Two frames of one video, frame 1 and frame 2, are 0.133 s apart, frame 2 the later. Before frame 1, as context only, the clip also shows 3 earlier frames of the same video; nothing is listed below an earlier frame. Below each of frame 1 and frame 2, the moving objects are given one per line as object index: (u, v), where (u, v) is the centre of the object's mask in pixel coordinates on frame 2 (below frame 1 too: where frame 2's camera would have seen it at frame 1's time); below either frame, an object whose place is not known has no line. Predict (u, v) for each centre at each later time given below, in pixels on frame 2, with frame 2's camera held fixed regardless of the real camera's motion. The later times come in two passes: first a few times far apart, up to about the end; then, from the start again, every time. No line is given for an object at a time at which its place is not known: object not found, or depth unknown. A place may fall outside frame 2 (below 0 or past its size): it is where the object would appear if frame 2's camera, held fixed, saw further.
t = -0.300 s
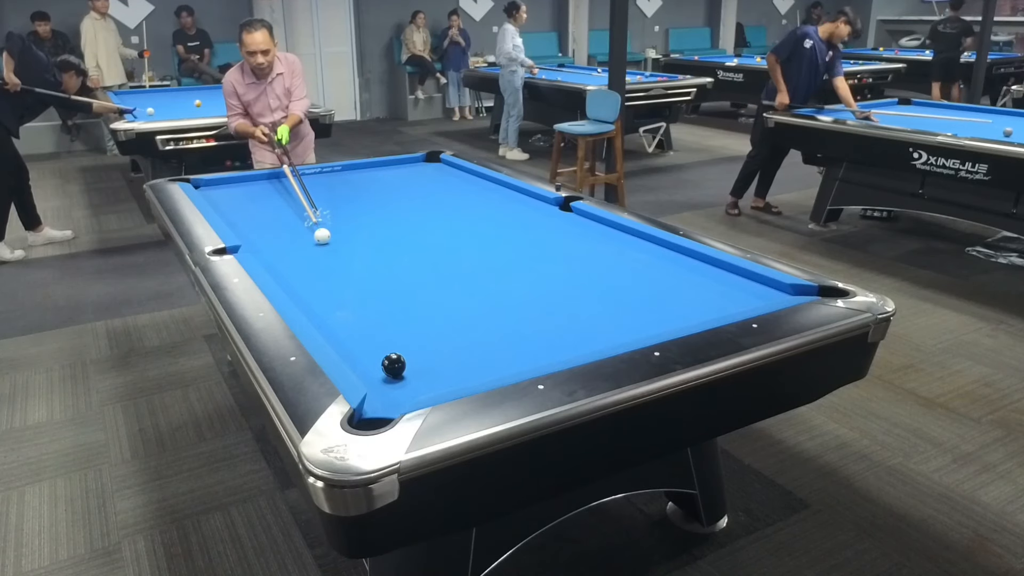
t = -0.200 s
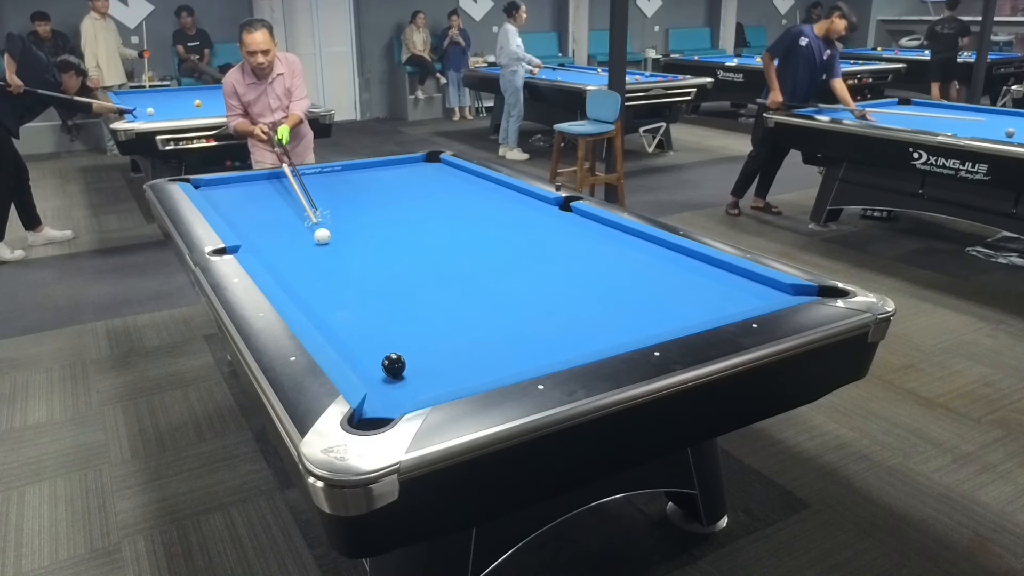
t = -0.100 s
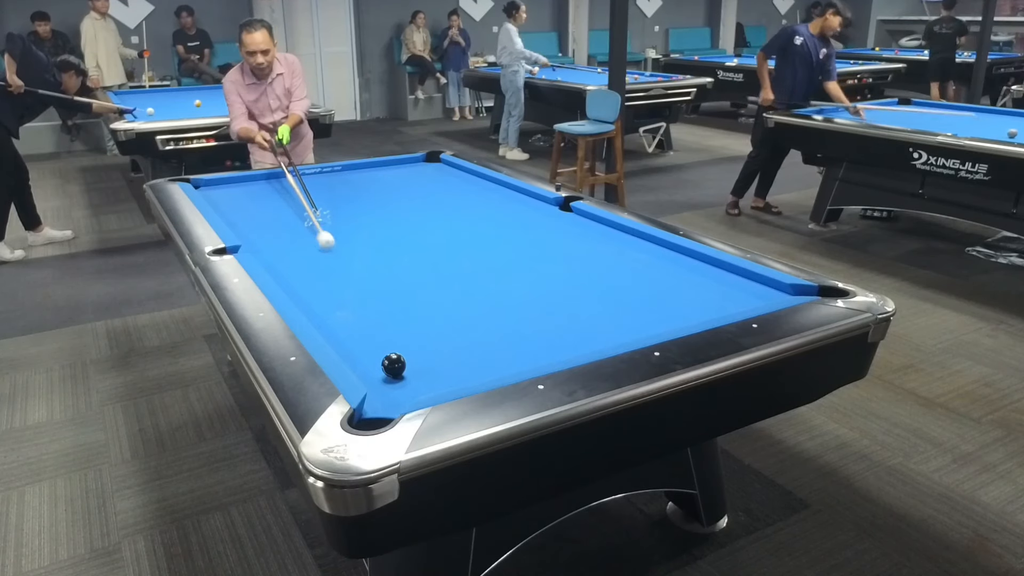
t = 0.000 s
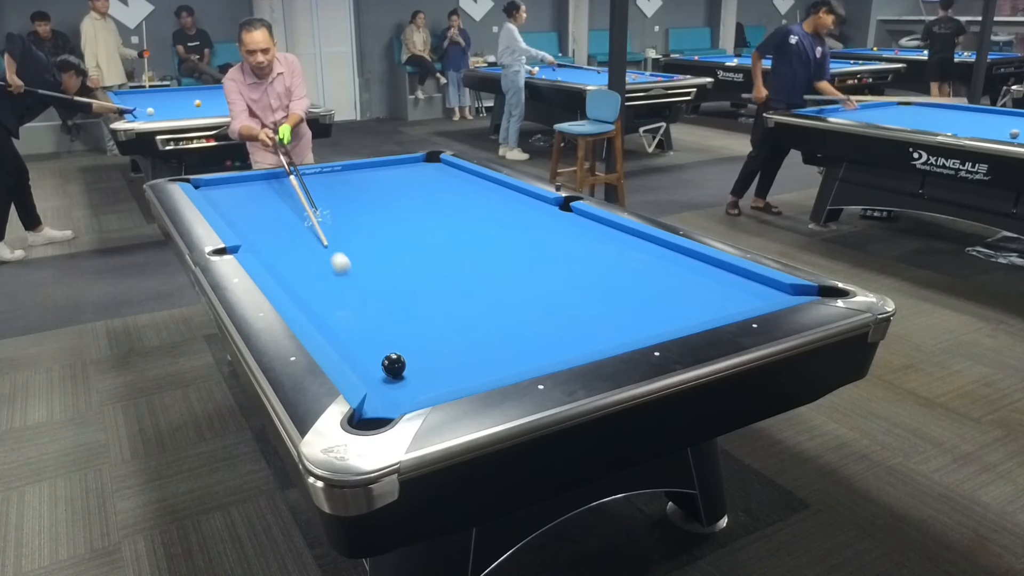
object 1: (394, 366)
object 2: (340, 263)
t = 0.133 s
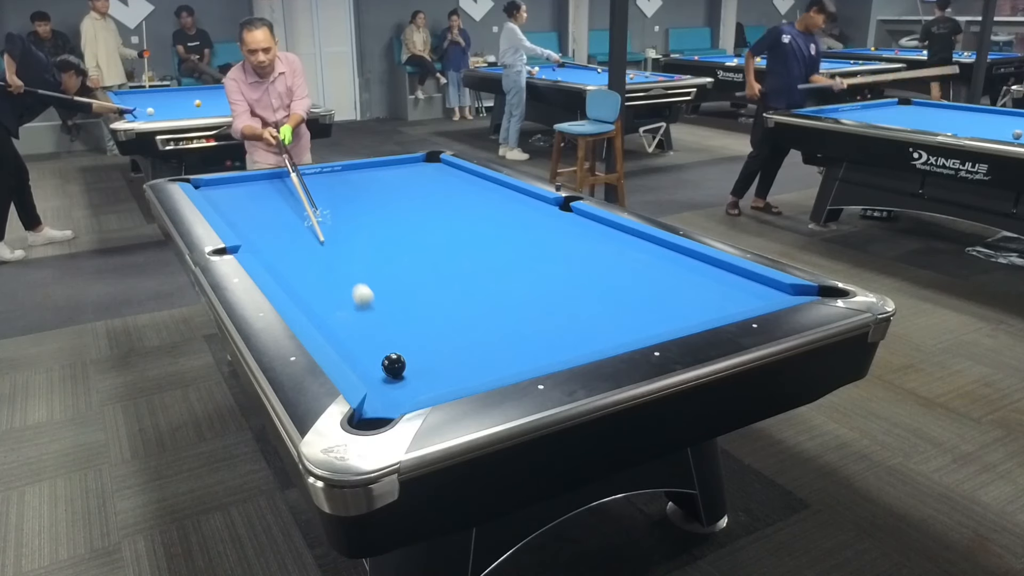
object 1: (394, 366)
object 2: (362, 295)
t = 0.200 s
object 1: (394, 366)
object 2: (375, 312)
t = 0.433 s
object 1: (374, 387)
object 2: (443, 362)
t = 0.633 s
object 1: (416, 388)
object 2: (498, 362)
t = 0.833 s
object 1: (452, 381)
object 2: (509, 334)
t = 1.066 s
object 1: (478, 369)
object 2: (520, 307)
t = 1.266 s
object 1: (498, 357)
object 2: (527, 287)
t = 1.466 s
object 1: (514, 346)
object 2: (533, 271)
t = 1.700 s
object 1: (531, 335)
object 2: (540, 254)
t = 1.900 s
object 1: (544, 326)
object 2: (544, 241)
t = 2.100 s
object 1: (556, 319)
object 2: (548, 231)
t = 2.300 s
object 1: (566, 311)
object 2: (551, 221)
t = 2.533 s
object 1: (576, 304)
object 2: (555, 211)
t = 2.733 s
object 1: (584, 298)
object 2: (558, 203)
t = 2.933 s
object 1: (591, 293)
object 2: (568, 210)
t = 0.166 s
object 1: (394, 366)
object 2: (368, 303)
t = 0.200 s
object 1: (394, 366)
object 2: (375, 312)
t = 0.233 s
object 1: (394, 366)
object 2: (381, 320)
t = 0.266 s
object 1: (394, 366)
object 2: (387, 329)
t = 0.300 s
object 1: (394, 366)
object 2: (394, 338)
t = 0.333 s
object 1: (394, 366)
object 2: (401, 346)
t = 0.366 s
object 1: (389, 370)
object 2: (412, 355)
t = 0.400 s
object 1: (380, 380)
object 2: (428, 358)
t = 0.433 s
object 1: (374, 387)
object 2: (443, 362)
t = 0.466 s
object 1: (378, 388)
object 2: (458, 365)
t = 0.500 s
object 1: (387, 388)
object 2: (473, 369)
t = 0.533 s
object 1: (394, 389)
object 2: (487, 371)
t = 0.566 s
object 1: (402, 388)
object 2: (494, 369)
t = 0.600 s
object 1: (409, 389)
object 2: (496, 365)
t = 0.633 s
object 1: (416, 388)
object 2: (498, 362)
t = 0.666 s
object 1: (423, 387)
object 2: (500, 356)
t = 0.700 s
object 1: (431, 386)
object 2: (502, 352)
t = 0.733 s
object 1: (438, 385)
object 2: (504, 347)
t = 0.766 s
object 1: (444, 384)
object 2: (506, 342)
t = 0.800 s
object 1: (448, 383)
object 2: (508, 338)
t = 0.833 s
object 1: (452, 381)
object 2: (509, 334)
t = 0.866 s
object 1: (456, 379)
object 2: (511, 329)
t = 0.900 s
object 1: (460, 377)
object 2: (513, 325)
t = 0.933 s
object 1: (464, 375)
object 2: (514, 321)
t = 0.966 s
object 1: (468, 374)
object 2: (515, 318)
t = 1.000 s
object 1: (471, 372)
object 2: (517, 314)
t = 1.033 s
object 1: (475, 370)
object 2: (518, 310)
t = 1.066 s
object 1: (478, 369)
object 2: (520, 307)
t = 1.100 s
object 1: (482, 367)
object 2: (521, 303)
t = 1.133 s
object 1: (485, 365)
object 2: (522, 300)
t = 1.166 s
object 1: (488, 363)
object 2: (524, 296)
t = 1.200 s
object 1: (492, 361)
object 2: (525, 293)
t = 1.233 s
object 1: (495, 359)
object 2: (526, 290)
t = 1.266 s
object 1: (498, 357)
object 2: (527, 287)
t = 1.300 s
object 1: (501, 356)
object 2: (528, 284)
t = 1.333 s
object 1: (503, 353)
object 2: (529, 281)
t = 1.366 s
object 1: (506, 351)
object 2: (530, 279)
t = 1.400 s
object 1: (509, 350)
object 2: (531, 276)
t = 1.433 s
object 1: (512, 348)
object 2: (532, 273)
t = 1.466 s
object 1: (514, 346)
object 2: (533, 271)
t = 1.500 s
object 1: (517, 345)
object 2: (534, 268)
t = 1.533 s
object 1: (519, 343)
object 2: (535, 265)
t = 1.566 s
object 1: (522, 341)
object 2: (536, 263)
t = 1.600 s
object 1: (524, 339)
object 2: (537, 261)
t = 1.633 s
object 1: (526, 338)
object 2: (538, 258)
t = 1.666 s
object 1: (529, 336)
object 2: (539, 256)
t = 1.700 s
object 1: (531, 335)
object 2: (540, 254)
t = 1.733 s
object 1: (533, 334)
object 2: (540, 252)
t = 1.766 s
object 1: (536, 332)
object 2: (541, 249)
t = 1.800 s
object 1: (538, 330)
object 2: (542, 248)
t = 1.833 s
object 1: (540, 329)
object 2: (542, 245)
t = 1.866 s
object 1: (542, 328)
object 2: (543, 244)
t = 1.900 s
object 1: (544, 326)
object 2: (544, 241)
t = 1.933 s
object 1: (546, 325)
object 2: (545, 240)
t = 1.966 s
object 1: (548, 324)
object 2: (545, 238)
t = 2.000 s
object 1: (550, 322)
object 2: (546, 236)
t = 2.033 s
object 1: (552, 321)
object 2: (547, 234)
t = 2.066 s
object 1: (554, 320)
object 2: (547, 232)
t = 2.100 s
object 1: (556, 319)
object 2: (548, 231)
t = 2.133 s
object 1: (558, 317)
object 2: (549, 229)
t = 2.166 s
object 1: (559, 316)
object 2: (549, 227)
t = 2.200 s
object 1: (561, 315)
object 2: (550, 226)
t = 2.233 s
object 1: (563, 314)
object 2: (550, 224)
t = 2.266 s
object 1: (564, 313)
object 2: (551, 222)
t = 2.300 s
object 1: (566, 311)
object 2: (551, 221)
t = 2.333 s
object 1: (568, 310)
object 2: (552, 219)
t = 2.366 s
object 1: (569, 309)
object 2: (553, 218)
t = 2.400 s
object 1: (571, 308)
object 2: (553, 216)
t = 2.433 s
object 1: (572, 307)
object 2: (553, 215)
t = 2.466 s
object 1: (573, 306)
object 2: (554, 214)
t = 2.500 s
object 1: (575, 305)
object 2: (554, 212)
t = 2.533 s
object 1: (576, 304)
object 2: (555, 211)
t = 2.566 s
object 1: (578, 303)
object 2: (555, 210)
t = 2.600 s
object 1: (579, 302)
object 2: (556, 208)
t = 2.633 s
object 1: (581, 301)
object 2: (556, 207)
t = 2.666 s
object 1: (582, 300)
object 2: (557, 206)
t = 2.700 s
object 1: (583, 299)
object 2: (557, 204)
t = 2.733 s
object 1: (584, 298)
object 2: (558, 203)
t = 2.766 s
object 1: (585, 298)
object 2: (558, 202)
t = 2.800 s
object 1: (587, 297)
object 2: (559, 202)
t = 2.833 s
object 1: (588, 296)
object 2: (561, 203)
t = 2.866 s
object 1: (589, 295)
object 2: (564, 204)
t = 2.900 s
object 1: (590, 294)
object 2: (566, 207)
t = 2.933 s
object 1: (591, 293)
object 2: (568, 210)
